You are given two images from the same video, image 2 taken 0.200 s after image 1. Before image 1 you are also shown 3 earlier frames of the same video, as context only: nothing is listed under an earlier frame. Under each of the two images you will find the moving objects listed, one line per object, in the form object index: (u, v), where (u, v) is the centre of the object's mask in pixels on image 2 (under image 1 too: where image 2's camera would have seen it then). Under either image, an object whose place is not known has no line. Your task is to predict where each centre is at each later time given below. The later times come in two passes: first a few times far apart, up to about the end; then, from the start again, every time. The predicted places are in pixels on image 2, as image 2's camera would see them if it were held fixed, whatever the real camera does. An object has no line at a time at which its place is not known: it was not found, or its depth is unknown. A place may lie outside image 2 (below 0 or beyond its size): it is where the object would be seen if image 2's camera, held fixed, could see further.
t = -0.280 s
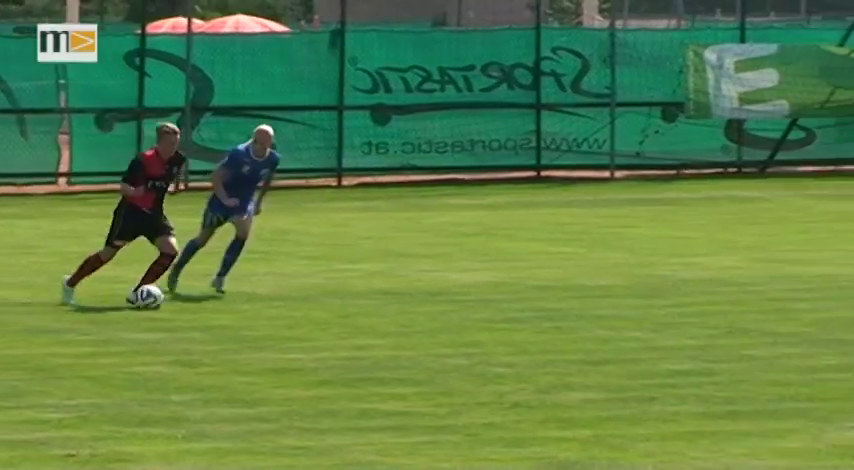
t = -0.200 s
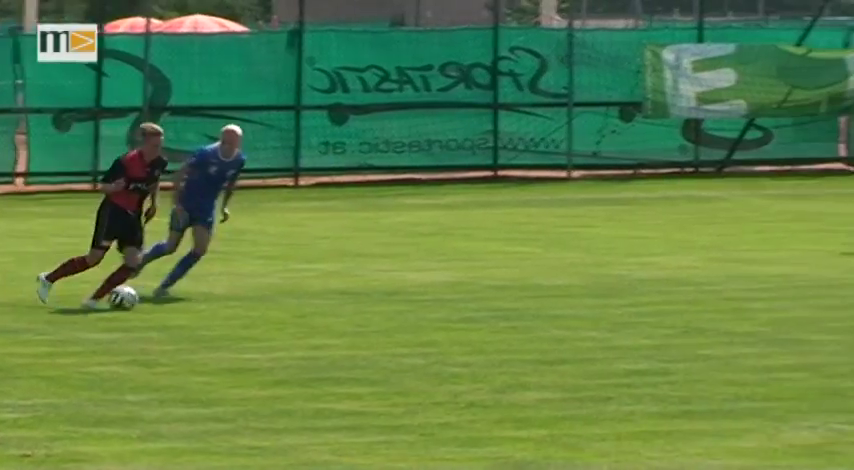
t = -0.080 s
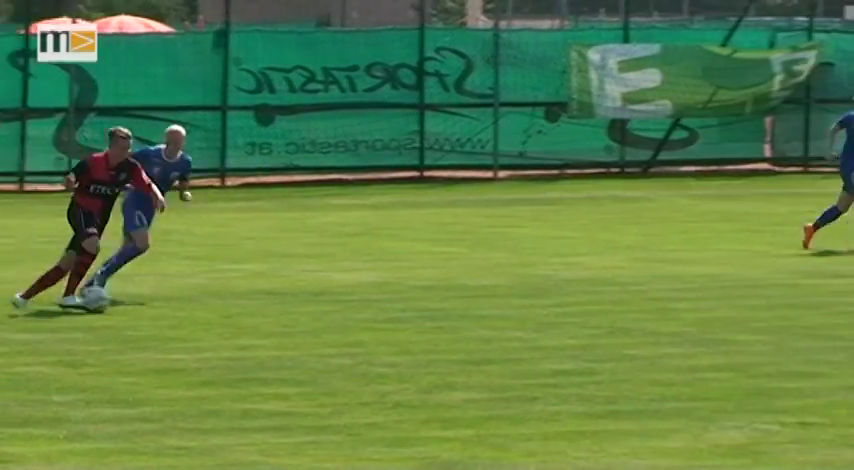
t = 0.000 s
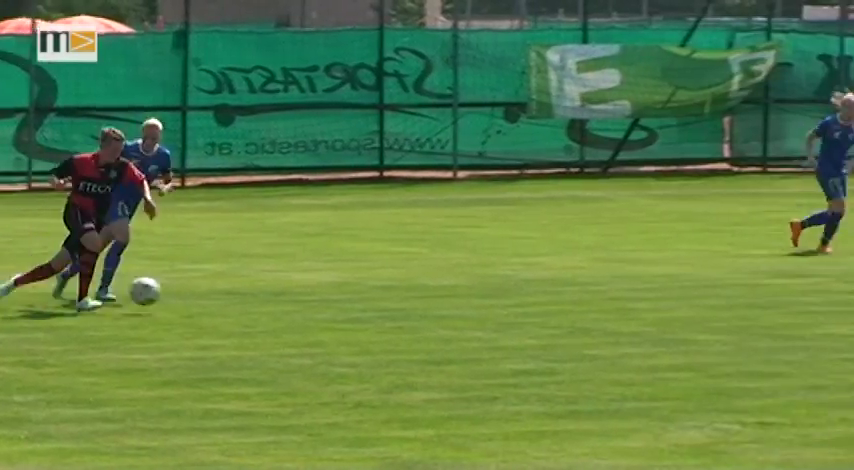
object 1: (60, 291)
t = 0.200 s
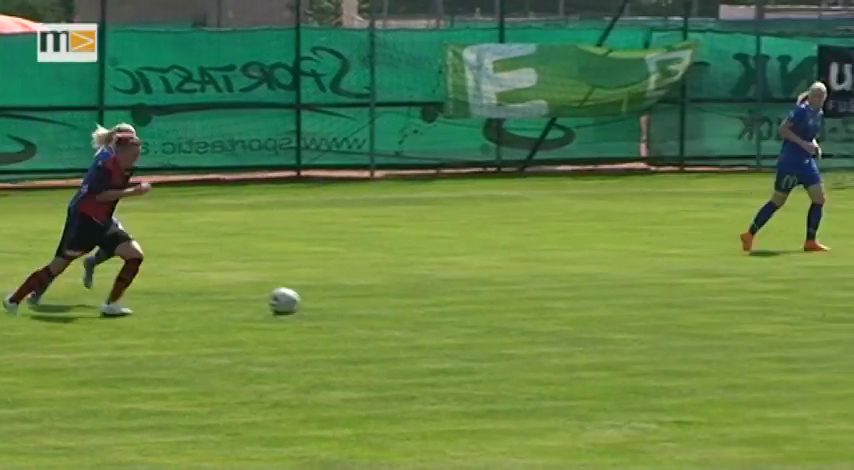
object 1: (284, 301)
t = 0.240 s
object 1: (321, 302)
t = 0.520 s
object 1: (525, 301)
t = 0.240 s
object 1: (321, 302)
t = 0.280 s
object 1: (352, 299)
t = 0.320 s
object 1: (382, 296)
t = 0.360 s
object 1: (412, 296)
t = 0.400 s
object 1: (443, 298)
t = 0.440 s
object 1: (473, 301)
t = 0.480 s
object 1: (501, 304)
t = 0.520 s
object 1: (525, 301)
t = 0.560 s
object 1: (548, 298)
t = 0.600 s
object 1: (572, 298)
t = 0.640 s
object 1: (596, 300)
